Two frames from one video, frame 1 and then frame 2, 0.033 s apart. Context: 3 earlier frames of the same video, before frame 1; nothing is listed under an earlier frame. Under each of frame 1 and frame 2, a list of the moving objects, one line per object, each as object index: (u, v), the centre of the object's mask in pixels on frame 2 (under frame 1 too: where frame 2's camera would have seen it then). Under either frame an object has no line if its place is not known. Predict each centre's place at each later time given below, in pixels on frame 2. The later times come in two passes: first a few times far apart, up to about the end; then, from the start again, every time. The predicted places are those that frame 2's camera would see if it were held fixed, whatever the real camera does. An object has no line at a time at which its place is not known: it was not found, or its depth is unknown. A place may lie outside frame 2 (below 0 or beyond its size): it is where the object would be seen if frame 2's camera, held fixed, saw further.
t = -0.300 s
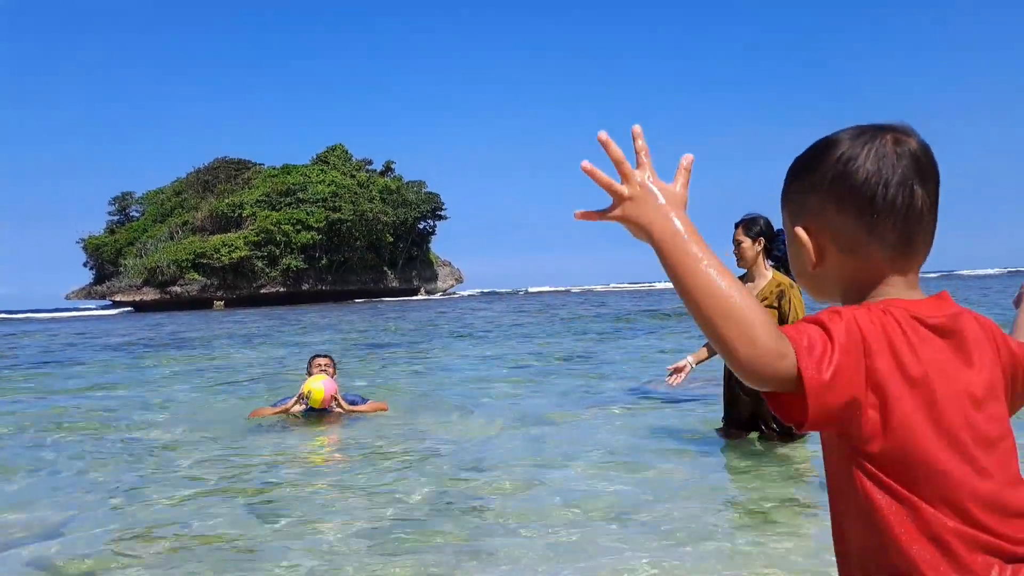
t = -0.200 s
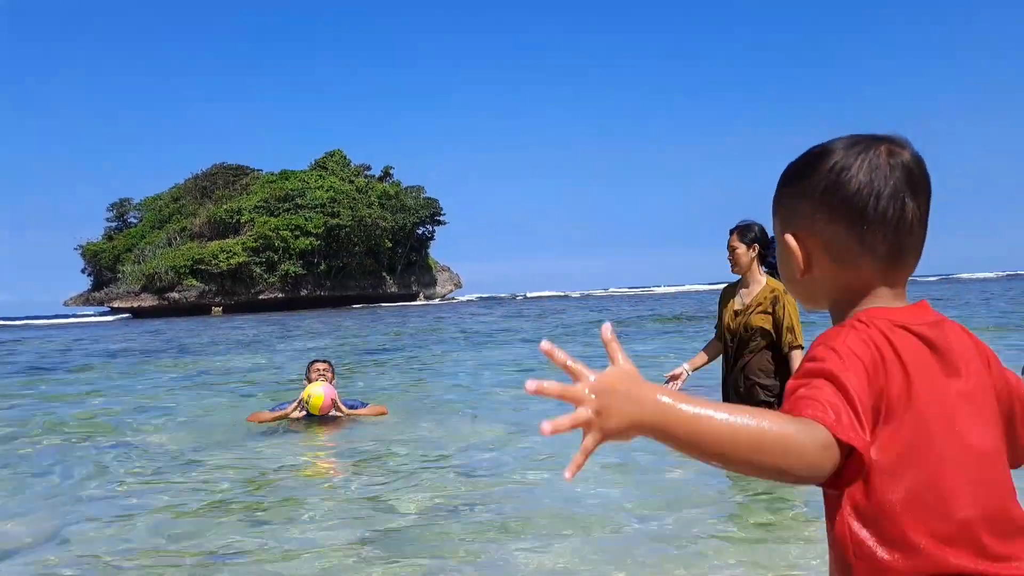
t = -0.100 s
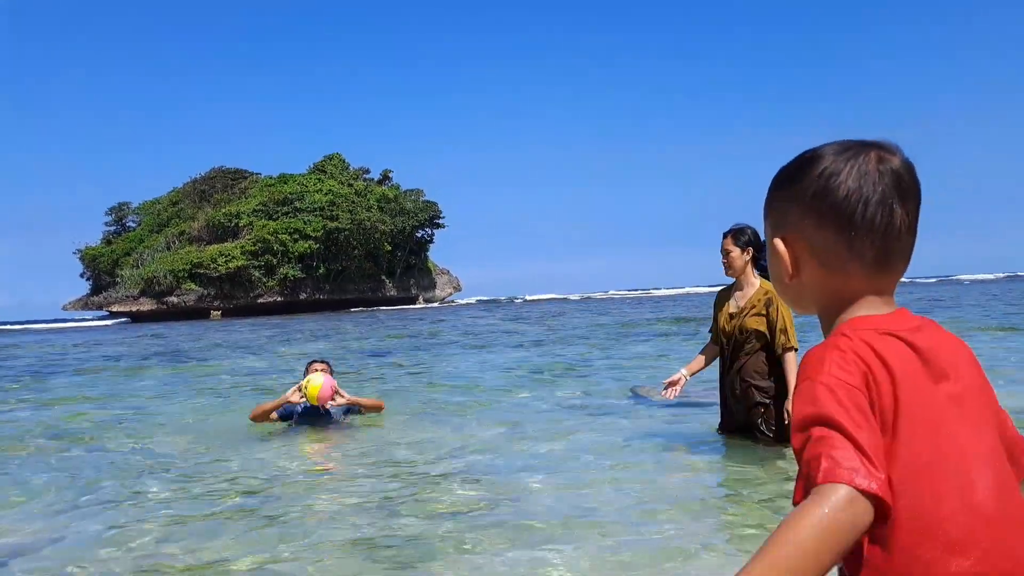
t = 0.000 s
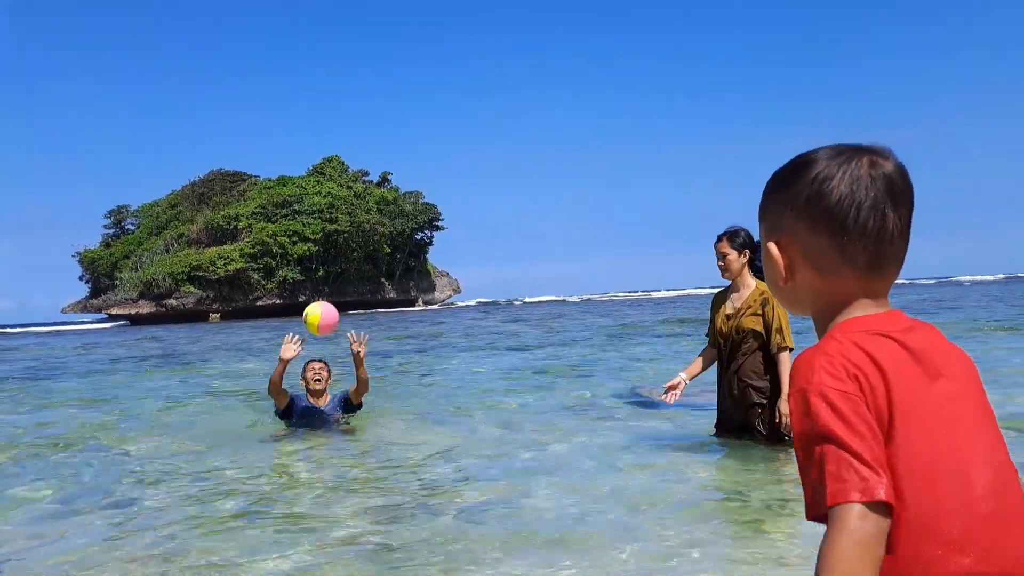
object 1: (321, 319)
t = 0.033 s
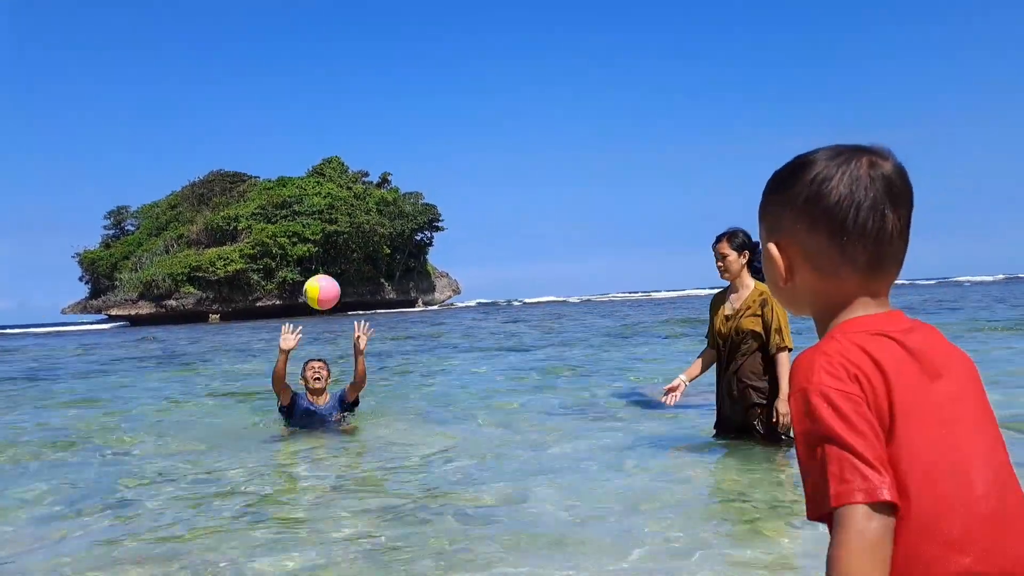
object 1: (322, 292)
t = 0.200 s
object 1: (329, 176)
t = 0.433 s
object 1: (359, 77)
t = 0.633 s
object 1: (410, 82)
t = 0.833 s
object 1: (491, 211)
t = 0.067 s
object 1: (323, 266)
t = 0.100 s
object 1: (324, 242)
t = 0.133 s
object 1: (326, 218)
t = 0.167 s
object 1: (327, 197)
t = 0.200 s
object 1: (329, 176)
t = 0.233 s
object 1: (332, 157)
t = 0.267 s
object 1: (335, 140)
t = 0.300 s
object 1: (338, 124)
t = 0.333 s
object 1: (342, 109)
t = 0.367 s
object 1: (347, 97)
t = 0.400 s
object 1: (352, 86)
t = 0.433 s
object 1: (359, 77)
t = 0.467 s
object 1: (366, 71)
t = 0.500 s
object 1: (375, 68)
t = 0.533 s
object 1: (382, 67)
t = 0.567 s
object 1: (391, 71)
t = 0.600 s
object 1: (401, 75)
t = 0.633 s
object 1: (410, 82)
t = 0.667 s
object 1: (420, 93)
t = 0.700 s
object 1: (433, 108)
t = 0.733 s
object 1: (446, 128)
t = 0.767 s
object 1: (460, 151)
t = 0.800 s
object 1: (475, 179)
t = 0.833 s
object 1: (491, 211)
